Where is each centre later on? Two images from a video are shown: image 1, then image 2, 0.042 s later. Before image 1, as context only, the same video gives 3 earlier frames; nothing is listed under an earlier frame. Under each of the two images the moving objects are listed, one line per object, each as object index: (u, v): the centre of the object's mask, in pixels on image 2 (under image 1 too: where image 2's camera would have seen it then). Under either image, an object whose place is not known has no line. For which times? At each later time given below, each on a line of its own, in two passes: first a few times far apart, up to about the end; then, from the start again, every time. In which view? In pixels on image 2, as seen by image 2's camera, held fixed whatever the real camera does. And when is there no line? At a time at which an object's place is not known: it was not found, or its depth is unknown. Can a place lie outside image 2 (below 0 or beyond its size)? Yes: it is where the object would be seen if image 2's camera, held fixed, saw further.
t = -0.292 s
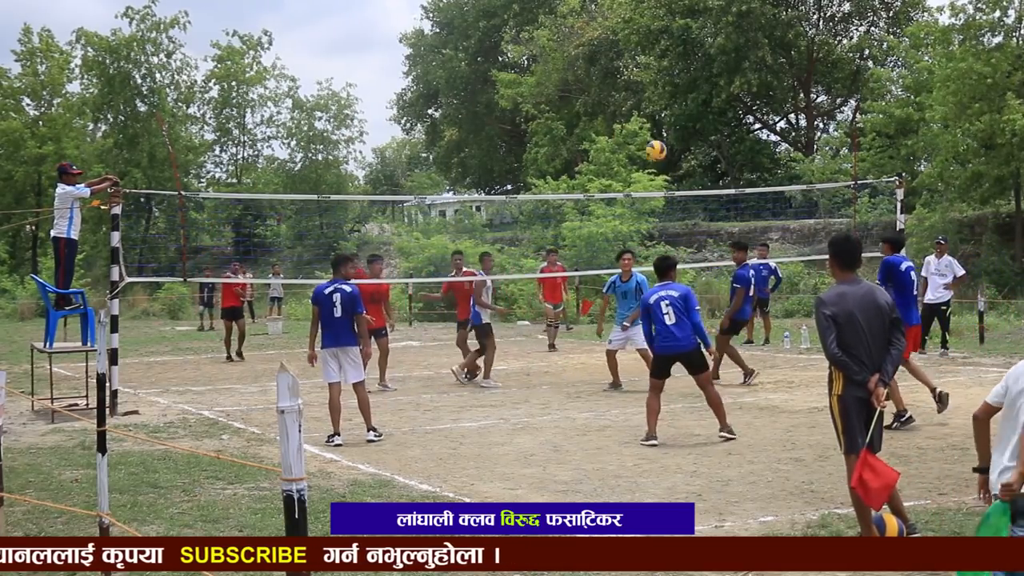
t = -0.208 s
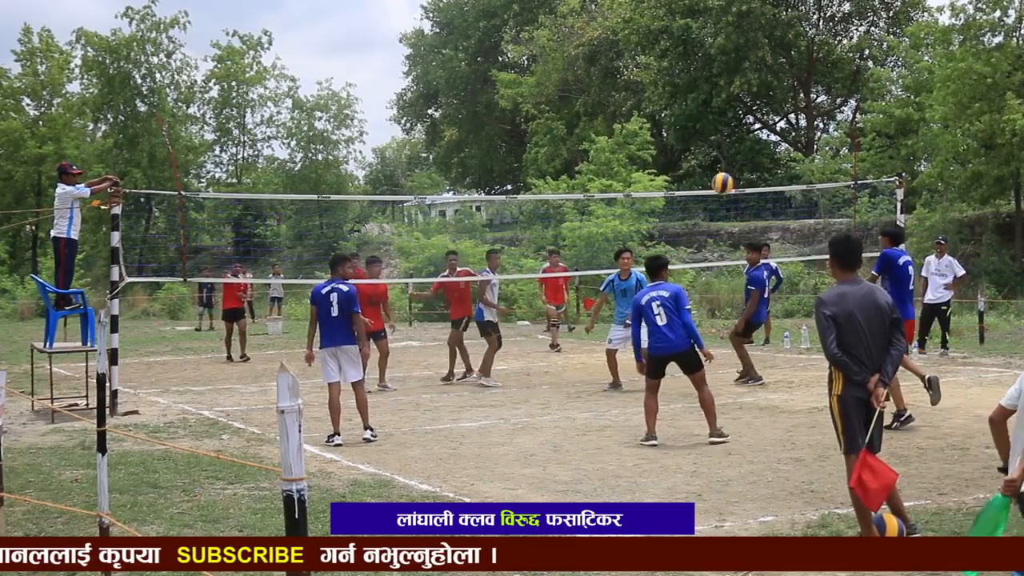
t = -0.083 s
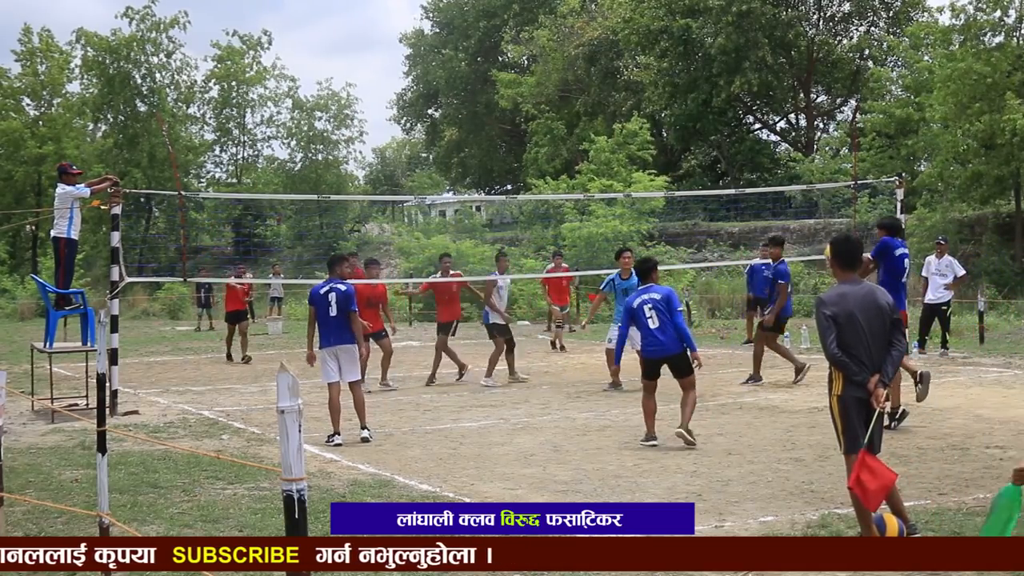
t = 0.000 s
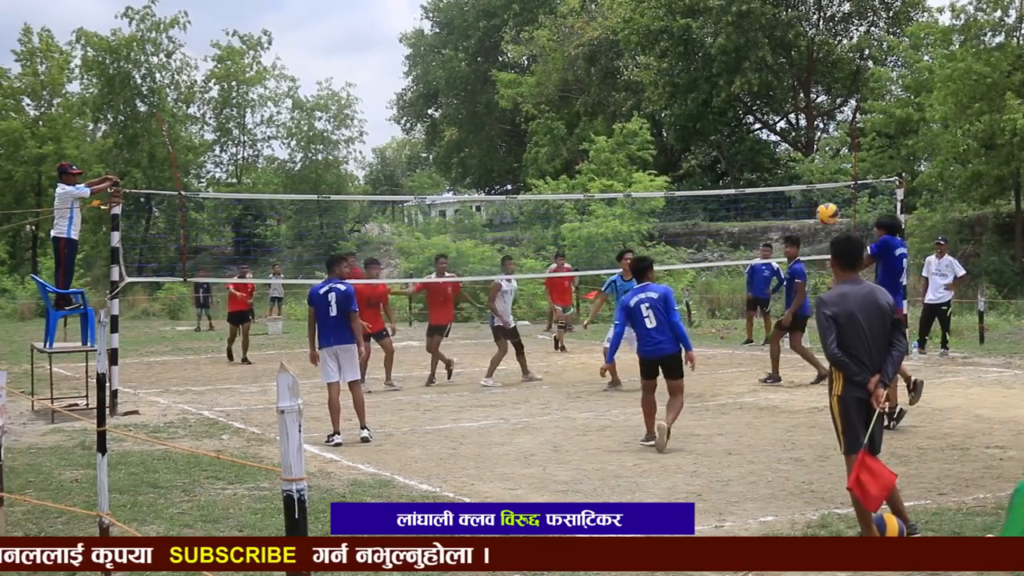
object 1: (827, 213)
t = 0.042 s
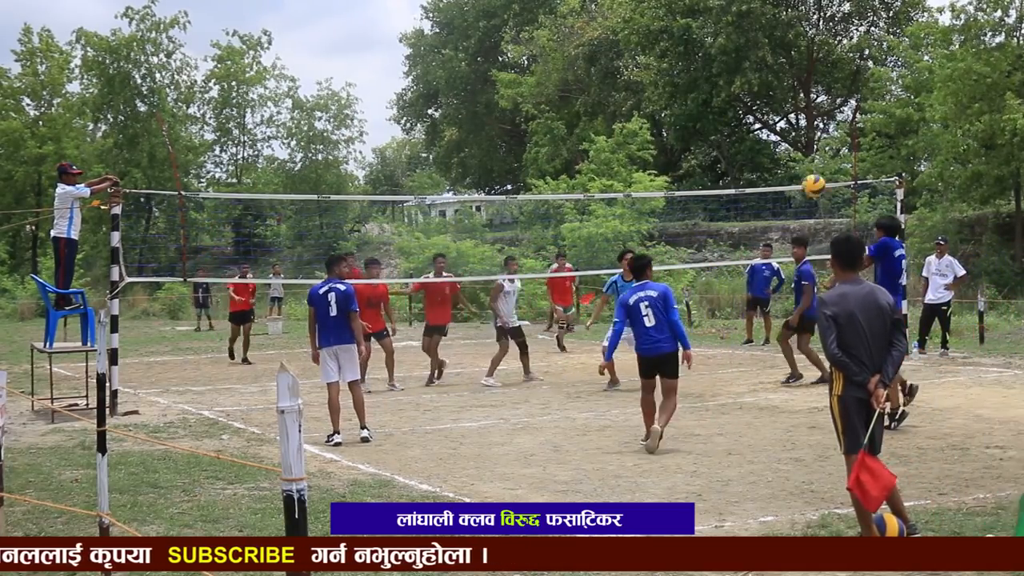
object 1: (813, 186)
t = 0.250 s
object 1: (749, 75)
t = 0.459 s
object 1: (692, 16)
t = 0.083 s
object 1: (800, 159)
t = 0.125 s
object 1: (786, 135)
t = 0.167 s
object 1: (773, 113)
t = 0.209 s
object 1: (761, 92)
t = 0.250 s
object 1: (749, 75)
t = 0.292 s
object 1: (737, 60)
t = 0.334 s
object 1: (726, 46)
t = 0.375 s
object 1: (714, 34)
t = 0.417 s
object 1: (703, 25)
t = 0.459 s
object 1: (692, 16)
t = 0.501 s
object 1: (681, 10)
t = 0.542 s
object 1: (671, 7)
